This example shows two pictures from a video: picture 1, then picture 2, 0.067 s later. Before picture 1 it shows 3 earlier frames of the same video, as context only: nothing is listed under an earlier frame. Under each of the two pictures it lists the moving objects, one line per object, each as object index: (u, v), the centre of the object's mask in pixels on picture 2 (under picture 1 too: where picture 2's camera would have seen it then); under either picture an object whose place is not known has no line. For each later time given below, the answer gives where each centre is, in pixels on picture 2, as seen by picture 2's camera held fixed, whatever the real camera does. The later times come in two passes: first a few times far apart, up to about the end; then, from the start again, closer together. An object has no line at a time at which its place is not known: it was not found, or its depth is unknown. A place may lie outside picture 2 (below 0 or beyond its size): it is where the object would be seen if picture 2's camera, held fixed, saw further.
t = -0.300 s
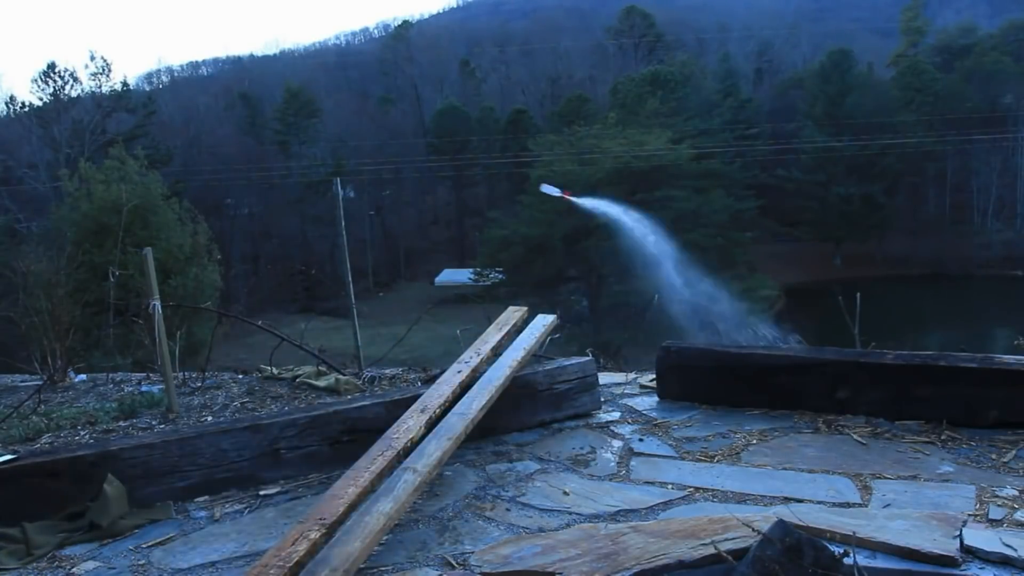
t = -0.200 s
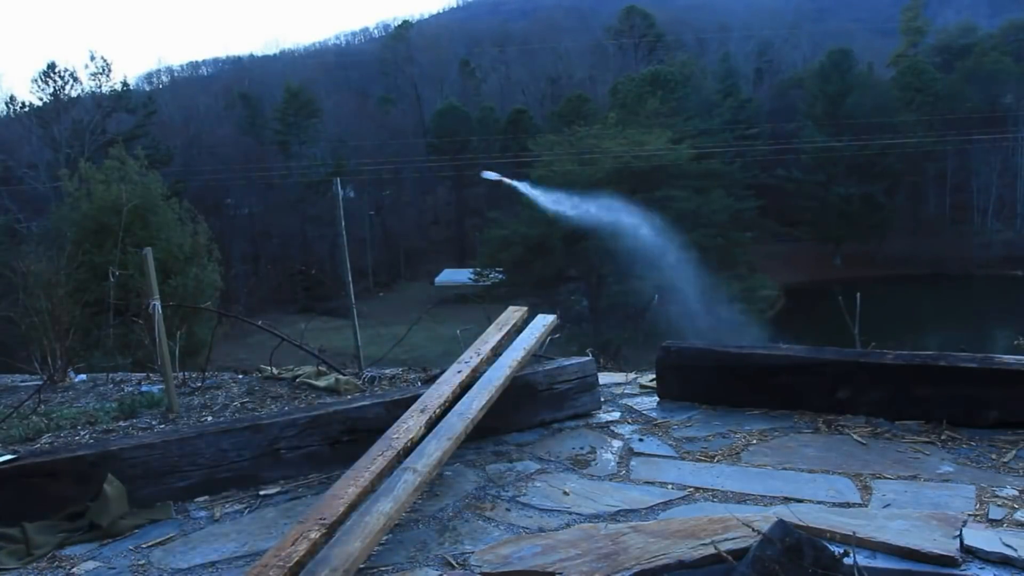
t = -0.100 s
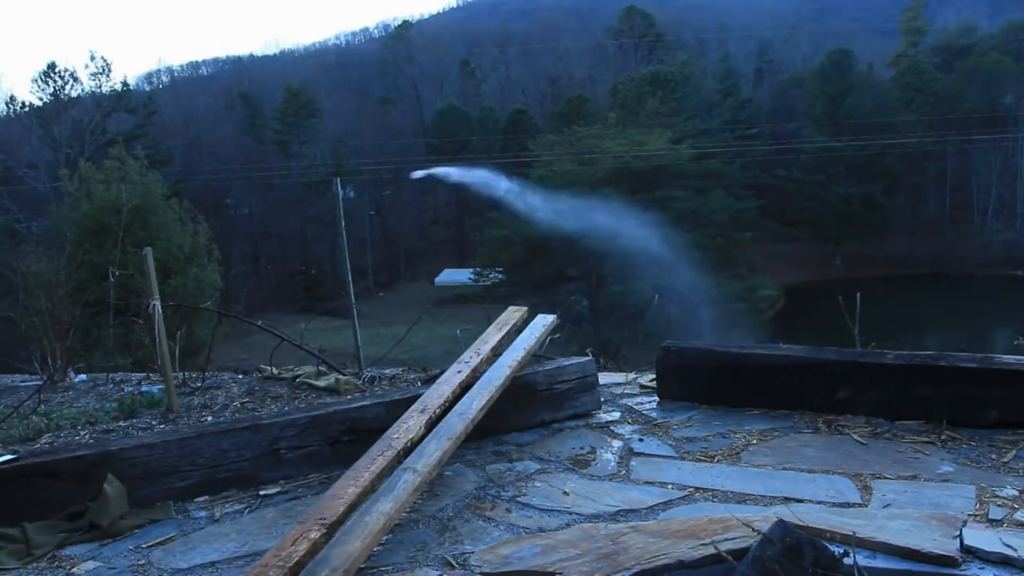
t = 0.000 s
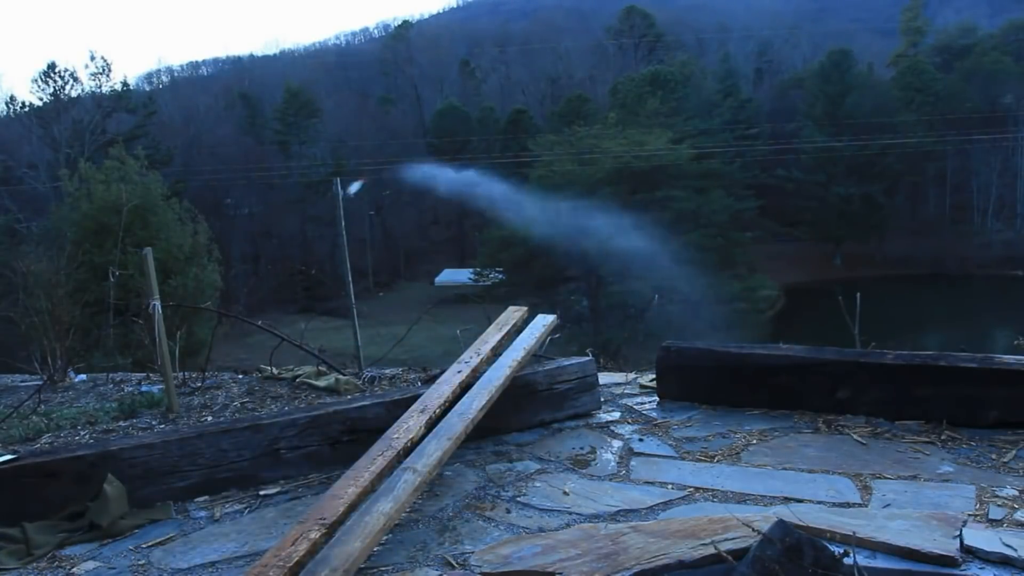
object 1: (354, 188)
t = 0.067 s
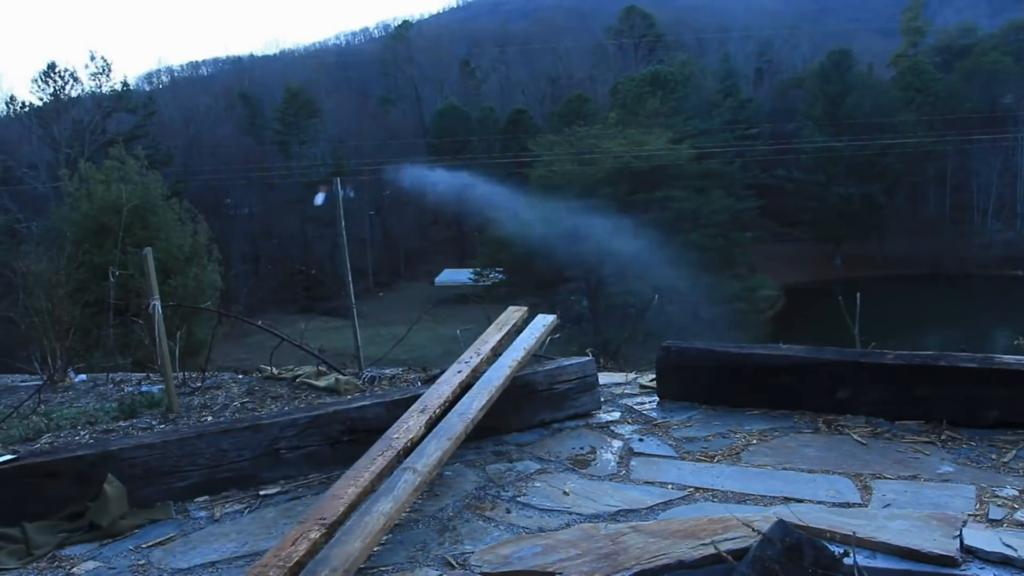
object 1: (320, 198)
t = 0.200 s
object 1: (260, 223)
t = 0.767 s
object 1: (99, 367)
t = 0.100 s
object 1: (303, 204)
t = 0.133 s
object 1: (288, 210)
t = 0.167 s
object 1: (274, 216)
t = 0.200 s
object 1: (260, 223)
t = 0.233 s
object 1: (247, 230)
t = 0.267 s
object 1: (234, 237)
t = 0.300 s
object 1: (222, 245)
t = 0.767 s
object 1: (99, 367)
